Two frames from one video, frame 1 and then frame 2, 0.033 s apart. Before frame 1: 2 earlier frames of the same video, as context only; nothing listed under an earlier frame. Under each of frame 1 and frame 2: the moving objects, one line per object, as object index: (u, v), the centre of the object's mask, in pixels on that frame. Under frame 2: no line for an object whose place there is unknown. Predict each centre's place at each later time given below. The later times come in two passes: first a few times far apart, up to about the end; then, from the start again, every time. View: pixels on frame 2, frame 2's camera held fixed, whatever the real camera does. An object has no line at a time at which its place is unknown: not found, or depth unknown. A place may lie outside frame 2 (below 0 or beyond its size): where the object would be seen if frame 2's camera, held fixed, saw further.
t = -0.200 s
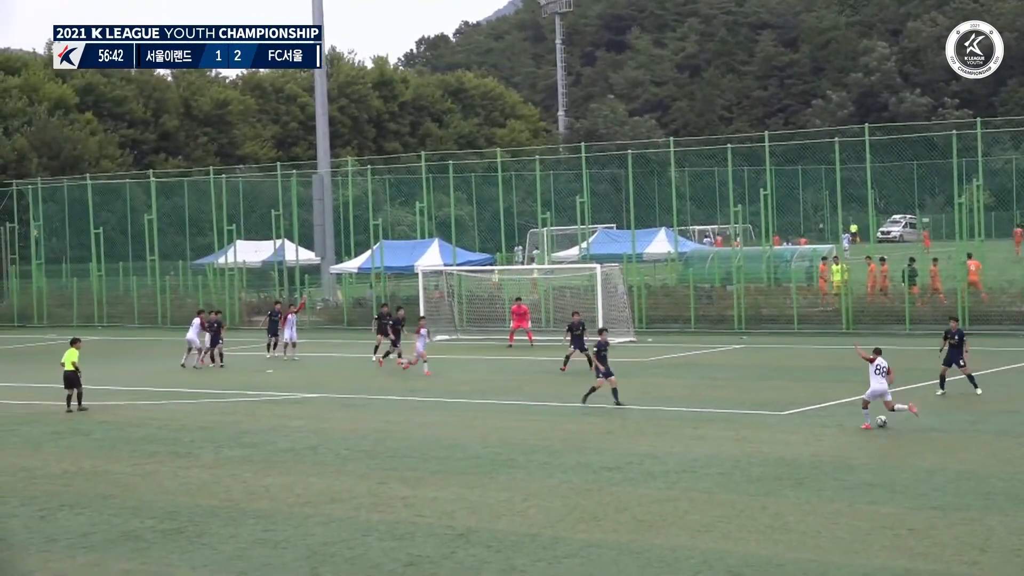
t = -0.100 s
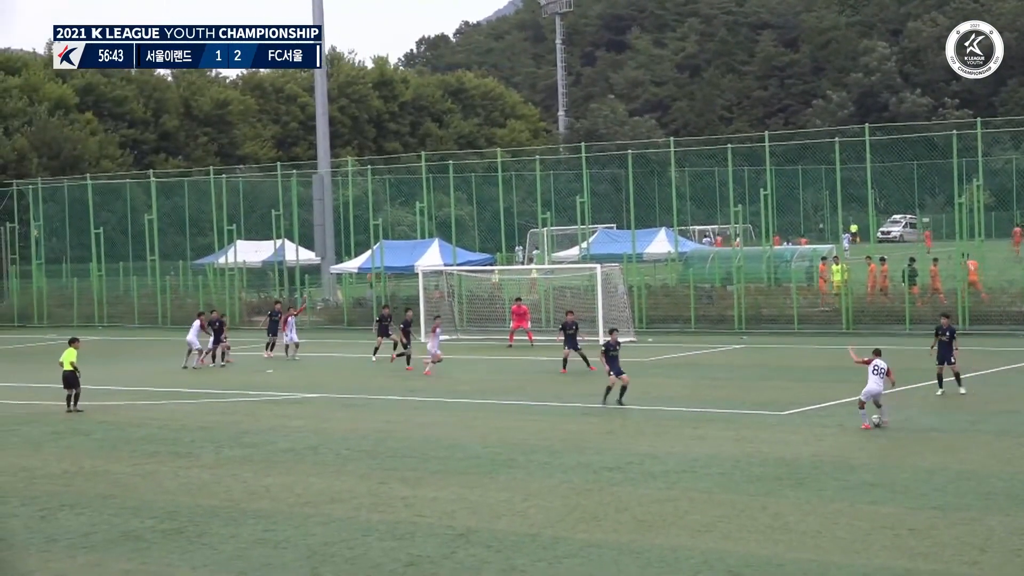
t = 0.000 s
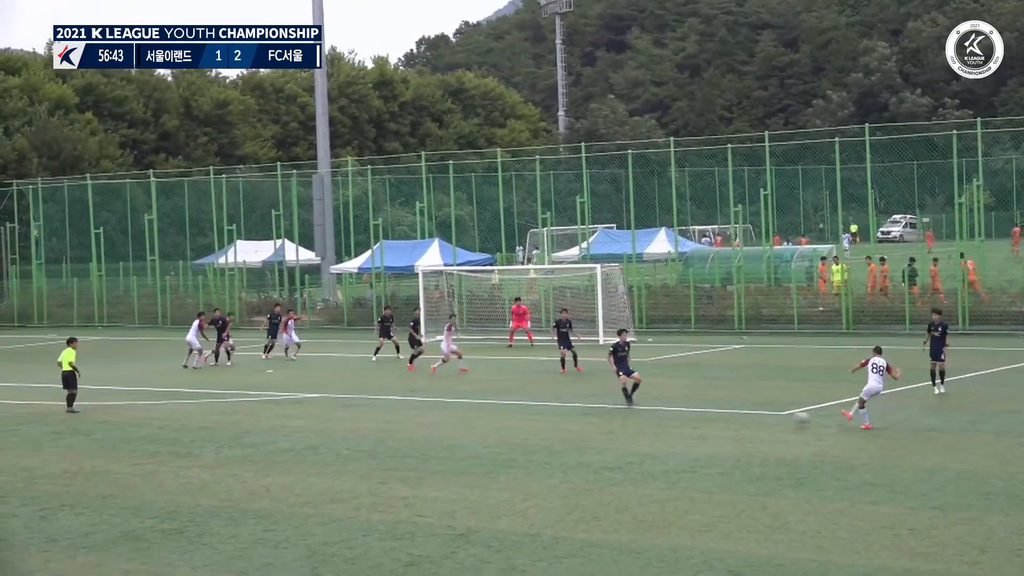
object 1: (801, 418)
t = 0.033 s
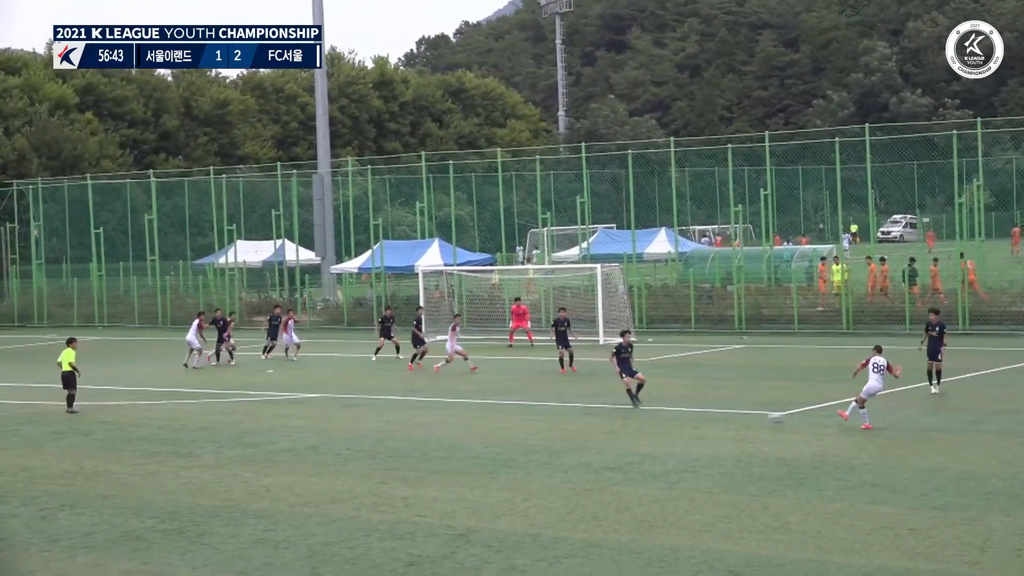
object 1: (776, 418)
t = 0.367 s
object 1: (551, 427)
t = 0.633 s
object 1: (410, 427)
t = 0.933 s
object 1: (282, 433)
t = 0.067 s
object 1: (752, 418)
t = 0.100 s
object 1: (727, 419)
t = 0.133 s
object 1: (703, 421)
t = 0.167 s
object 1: (680, 424)
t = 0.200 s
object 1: (658, 424)
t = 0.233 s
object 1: (636, 423)
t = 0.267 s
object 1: (614, 423)
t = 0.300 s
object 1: (593, 424)
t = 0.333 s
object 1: (572, 425)
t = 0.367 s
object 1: (551, 427)
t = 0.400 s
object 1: (531, 428)
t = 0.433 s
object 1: (513, 426)
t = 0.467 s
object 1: (495, 426)
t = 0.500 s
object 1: (476, 427)
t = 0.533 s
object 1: (458, 428)
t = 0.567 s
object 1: (441, 430)
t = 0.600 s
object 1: (425, 428)
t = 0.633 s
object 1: (410, 427)
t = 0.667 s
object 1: (394, 427)
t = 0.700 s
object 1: (379, 428)
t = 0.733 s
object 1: (364, 430)
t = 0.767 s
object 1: (349, 431)
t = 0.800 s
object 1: (335, 429)
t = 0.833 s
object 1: (322, 430)
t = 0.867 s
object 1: (309, 430)
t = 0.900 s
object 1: (295, 431)
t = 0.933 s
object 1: (282, 433)
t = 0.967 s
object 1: (269, 433)
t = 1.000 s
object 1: (256, 433)
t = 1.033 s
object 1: (243, 433)
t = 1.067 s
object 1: (232, 434)
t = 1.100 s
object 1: (219, 433)
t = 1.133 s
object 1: (207, 434)
